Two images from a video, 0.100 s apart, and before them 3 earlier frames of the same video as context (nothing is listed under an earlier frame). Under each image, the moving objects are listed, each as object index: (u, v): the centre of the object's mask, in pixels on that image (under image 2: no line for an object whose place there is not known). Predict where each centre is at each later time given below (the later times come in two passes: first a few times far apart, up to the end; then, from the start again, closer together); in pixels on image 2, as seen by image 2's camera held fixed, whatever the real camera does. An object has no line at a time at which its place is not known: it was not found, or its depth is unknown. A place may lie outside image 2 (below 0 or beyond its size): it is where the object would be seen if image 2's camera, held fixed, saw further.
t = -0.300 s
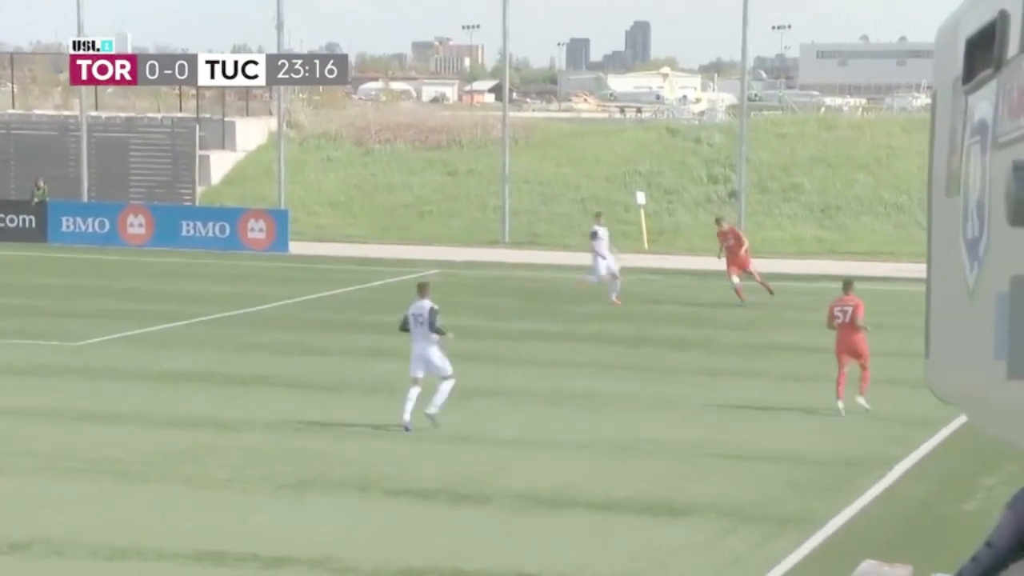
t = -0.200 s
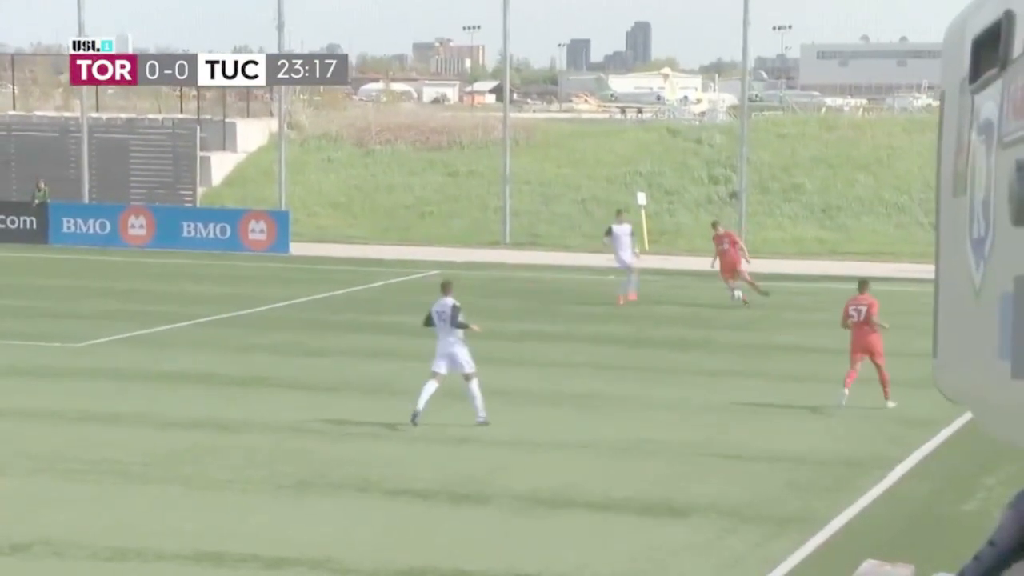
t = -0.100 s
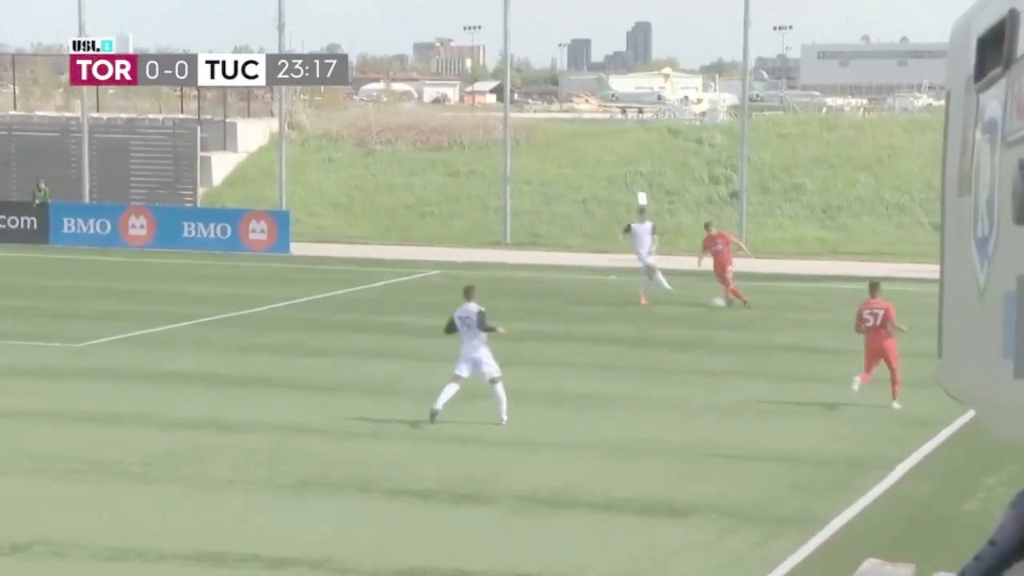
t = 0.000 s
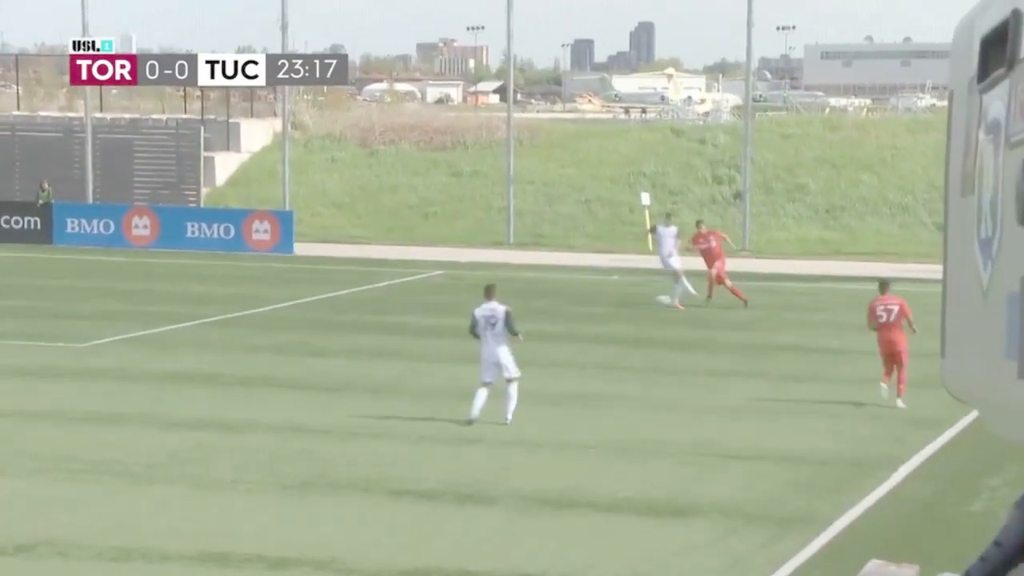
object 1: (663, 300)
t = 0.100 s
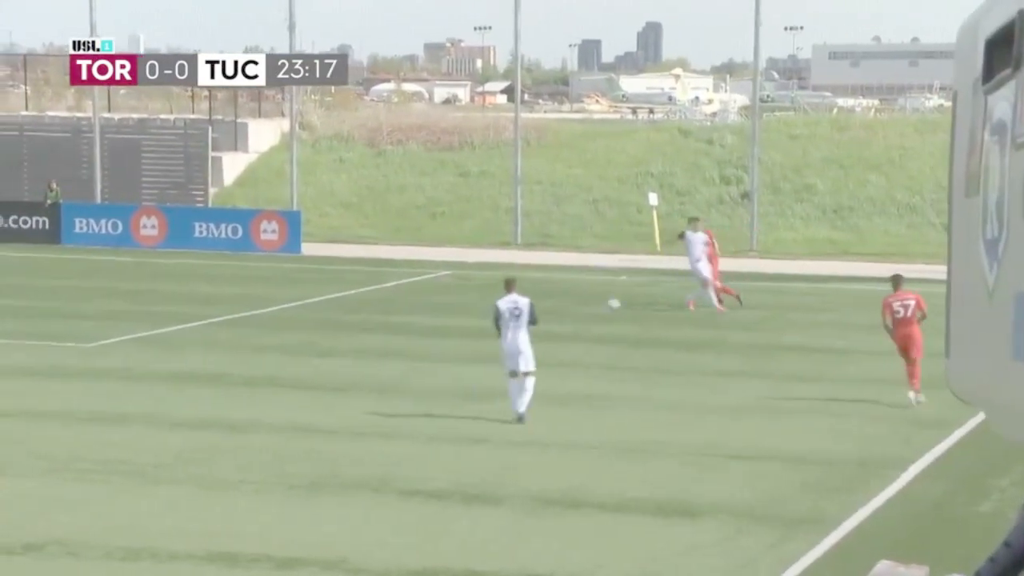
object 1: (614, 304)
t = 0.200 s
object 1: (557, 314)
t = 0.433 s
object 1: (448, 318)
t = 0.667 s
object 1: (351, 323)
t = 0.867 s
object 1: (273, 328)
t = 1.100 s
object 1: (184, 334)
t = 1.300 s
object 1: (108, 339)
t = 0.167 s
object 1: (575, 310)
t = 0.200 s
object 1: (557, 314)
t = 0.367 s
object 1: (478, 313)
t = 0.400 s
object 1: (463, 315)
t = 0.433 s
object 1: (448, 318)
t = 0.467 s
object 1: (433, 320)
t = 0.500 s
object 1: (419, 318)
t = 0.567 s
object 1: (392, 317)
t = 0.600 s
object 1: (379, 318)
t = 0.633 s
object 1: (365, 321)
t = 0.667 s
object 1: (351, 323)
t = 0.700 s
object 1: (338, 325)
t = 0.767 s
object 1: (312, 324)
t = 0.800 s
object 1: (299, 325)
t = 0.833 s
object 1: (286, 326)
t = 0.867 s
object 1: (273, 328)
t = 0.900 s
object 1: (260, 330)
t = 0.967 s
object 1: (235, 330)
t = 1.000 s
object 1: (222, 331)
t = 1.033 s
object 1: (208, 333)
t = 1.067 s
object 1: (197, 333)
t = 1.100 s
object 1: (184, 334)
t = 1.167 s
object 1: (159, 335)
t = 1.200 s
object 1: (146, 336)
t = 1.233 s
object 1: (133, 338)
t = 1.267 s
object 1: (121, 339)
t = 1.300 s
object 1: (108, 339)
